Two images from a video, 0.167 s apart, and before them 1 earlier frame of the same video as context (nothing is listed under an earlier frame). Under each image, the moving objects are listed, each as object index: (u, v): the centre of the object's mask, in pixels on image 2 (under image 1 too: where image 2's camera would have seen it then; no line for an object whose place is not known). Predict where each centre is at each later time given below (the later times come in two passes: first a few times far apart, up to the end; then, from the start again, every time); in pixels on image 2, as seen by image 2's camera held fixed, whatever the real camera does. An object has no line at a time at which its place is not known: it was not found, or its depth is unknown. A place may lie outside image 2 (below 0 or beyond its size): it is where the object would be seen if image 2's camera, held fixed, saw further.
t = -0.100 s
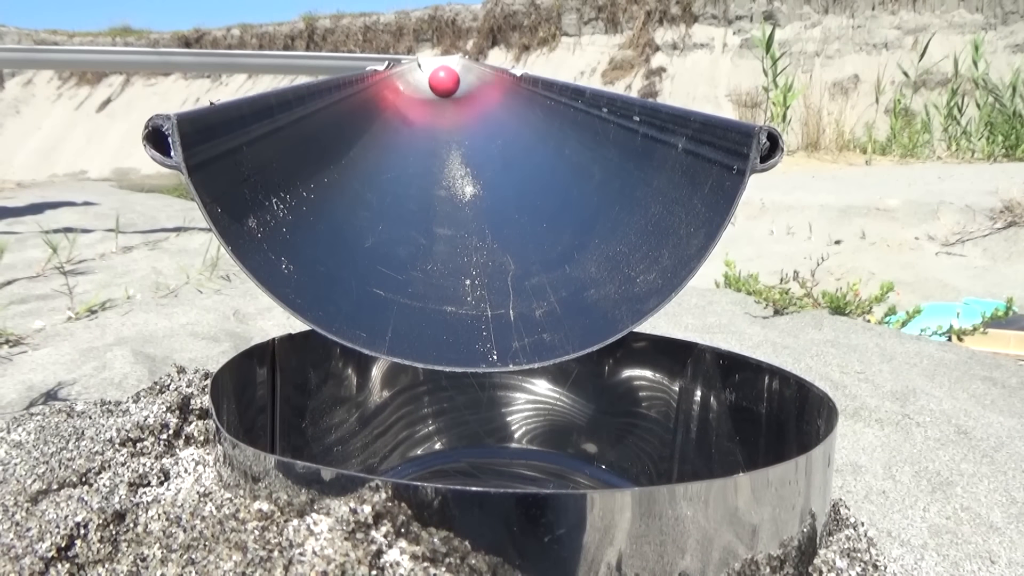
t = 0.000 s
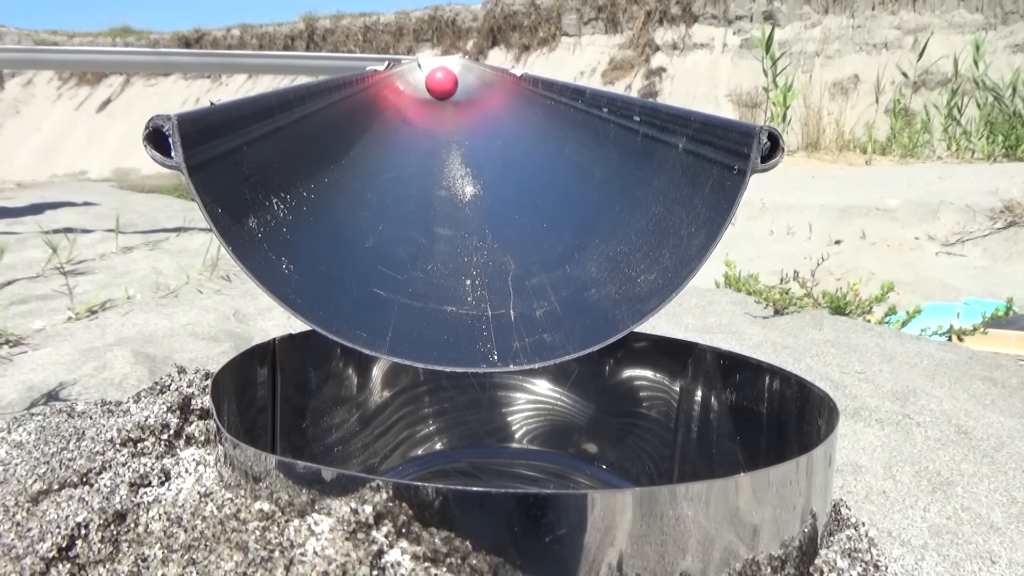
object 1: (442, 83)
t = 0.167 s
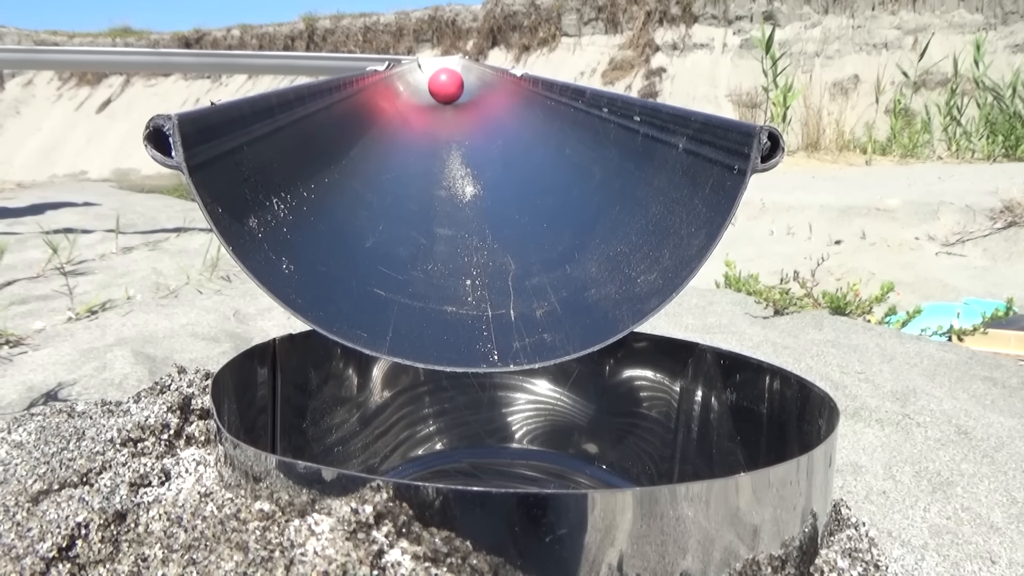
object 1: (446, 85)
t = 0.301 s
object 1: (447, 88)
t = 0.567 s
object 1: (448, 95)
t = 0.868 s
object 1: (447, 107)
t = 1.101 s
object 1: (460, 122)
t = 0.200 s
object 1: (447, 86)
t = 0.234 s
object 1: (446, 86)
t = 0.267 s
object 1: (447, 88)
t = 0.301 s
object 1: (447, 88)
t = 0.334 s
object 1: (447, 89)
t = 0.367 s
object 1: (446, 89)
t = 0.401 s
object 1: (445, 90)
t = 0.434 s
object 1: (445, 91)
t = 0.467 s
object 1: (444, 92)
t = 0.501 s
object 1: (445, 93)
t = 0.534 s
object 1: (446, 94)
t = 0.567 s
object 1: (448, 95)
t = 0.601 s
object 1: (450, 96)
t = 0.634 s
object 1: (452, 97)
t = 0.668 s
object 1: (452, 98)
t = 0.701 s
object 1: (452, 99)
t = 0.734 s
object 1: (451, 100)
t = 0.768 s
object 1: (449, 102)
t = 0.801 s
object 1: (447, 103)
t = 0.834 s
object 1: (446, 105)
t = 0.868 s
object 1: (447, 107)
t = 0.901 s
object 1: (448, 108)
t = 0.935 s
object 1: (450, 110)
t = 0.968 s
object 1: (453, 111)
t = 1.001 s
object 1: (456, 114)
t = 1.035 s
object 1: (458, 116)
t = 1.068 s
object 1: (460, 119)
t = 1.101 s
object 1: (460, 122)
